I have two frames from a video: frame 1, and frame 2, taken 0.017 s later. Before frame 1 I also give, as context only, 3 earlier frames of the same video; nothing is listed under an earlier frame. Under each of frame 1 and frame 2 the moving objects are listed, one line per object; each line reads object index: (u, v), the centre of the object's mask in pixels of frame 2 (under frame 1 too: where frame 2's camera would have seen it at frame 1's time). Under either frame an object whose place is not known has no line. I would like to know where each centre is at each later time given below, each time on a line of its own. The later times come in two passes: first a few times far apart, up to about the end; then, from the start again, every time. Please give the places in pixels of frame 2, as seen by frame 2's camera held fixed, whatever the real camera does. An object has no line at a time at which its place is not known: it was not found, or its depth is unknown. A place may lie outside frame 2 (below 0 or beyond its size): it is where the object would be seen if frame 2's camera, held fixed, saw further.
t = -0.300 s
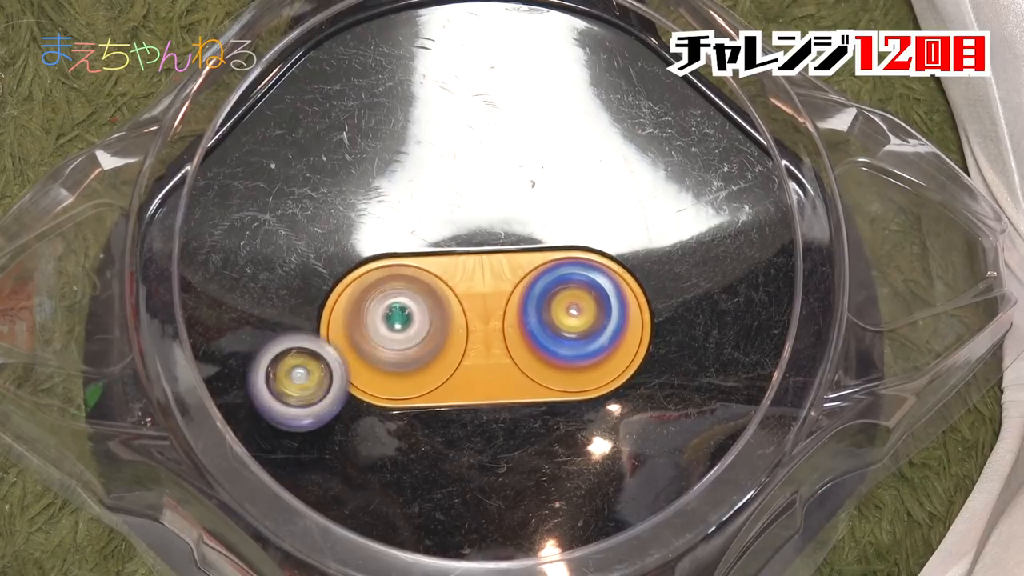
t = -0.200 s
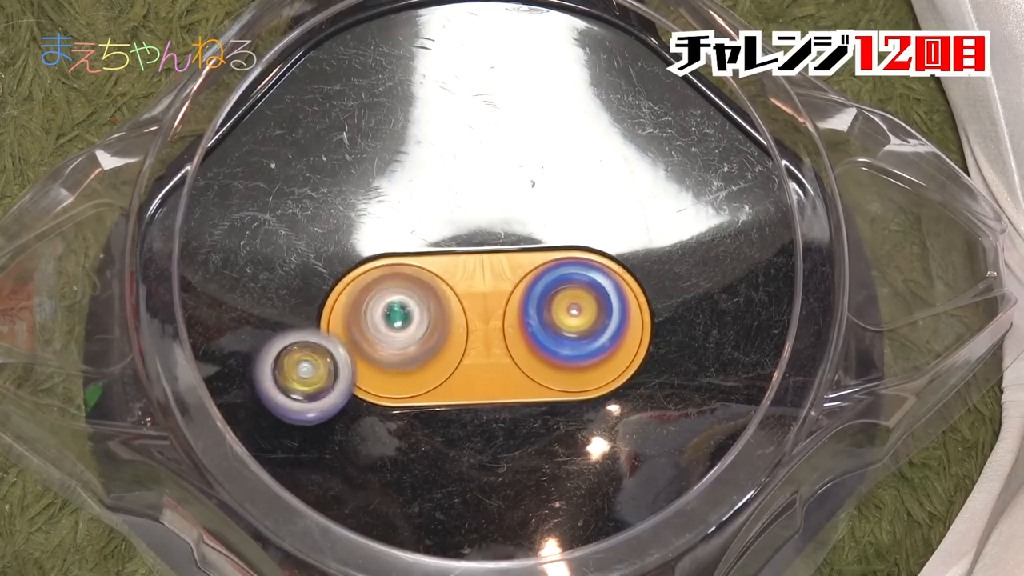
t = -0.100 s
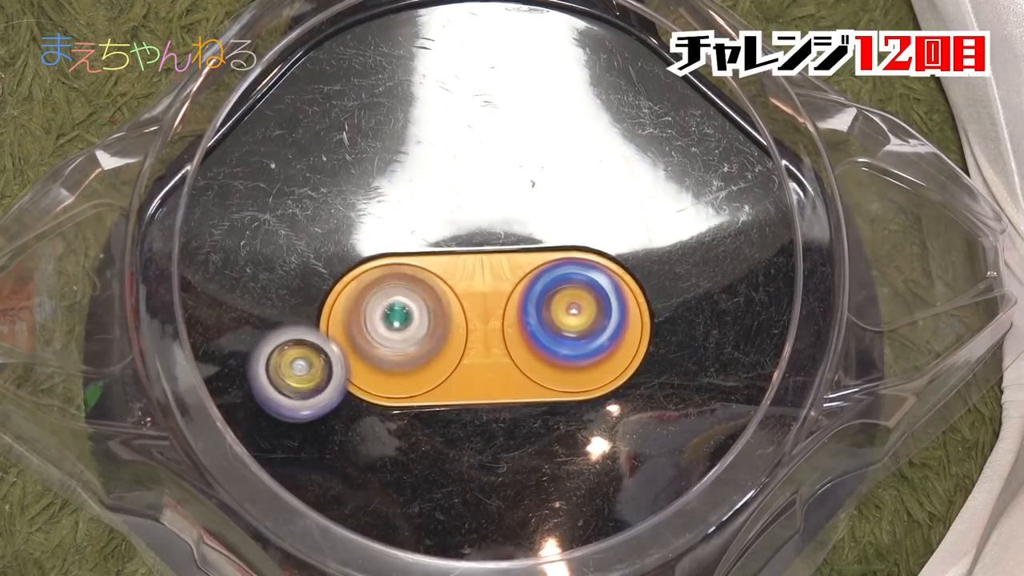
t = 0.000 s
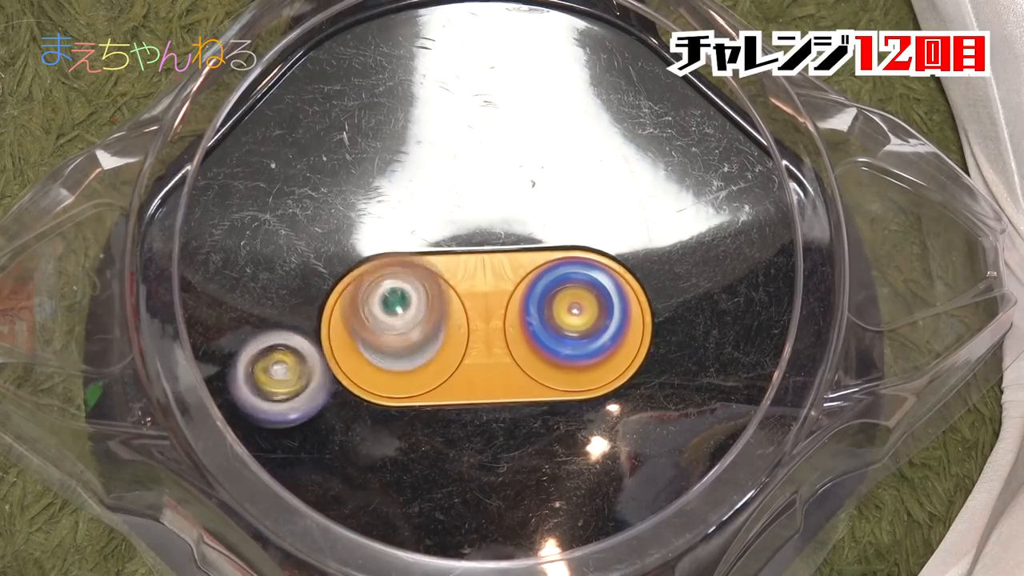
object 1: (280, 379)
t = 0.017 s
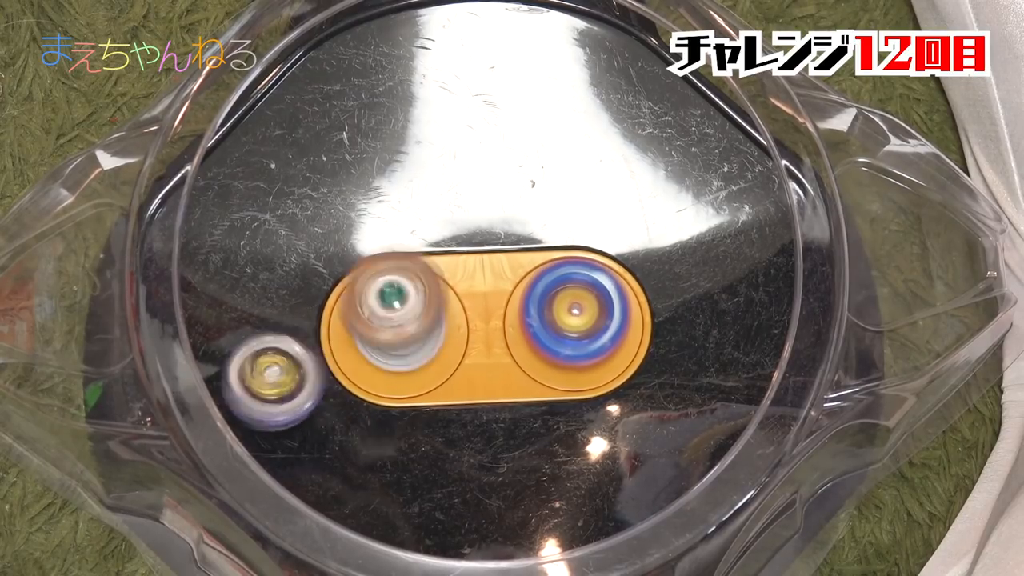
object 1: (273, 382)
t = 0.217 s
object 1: (250, 377)
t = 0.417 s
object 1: (220, 374)
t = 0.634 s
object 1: (258, 326)
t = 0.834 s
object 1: (285, 282)
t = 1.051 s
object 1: (287, 267)
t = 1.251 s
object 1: (271, 280)
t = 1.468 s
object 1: (308, 342)
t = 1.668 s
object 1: (323, 418)
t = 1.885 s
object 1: (398, 419)
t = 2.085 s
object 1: (439, 401)
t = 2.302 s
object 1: (488, 389)
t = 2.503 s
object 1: (466, 365)
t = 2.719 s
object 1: (409, 334)
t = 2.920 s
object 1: (421, 342)
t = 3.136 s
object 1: (401, 301)
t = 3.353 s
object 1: (412, 288)
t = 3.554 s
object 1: (418, 280)
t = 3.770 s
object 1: (428, 286)
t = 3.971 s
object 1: (439, 294)
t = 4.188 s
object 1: (442, 276)
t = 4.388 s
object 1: (396, 281)
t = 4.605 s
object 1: (316, 251)
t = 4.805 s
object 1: (286, 239)
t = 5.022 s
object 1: (310, 278)
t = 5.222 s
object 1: (216, 291)
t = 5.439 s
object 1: (229, 335)
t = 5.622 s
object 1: (273, 358)
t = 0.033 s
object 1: (265, 384)
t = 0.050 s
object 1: (261, 385)
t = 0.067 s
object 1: (257, 385)
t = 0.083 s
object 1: (255, 385)
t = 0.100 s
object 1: (253, 385)
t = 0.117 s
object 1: (251, 384)
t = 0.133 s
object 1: (251, 384)
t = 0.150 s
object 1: (249, 383)
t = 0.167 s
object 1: (249, 382)
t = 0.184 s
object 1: (249, 381)
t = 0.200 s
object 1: (250, 378)
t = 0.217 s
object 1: (250, 377)
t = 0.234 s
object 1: (247, 377)
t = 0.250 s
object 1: (243, 380)
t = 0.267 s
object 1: (239, 381)
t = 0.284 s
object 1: (229, 384)
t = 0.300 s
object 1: (226, 385)
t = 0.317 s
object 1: (224, 384)
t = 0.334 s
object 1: (220, 383)
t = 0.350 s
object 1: (219, 382)
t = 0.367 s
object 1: (218, 380)
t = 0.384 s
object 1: (219, 379)
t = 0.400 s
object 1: (218, 376)
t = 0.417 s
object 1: (220, 374)
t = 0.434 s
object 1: (220, 371)
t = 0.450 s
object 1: (221, 368)
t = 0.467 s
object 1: (230, 362)
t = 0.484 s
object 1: (232, 359)
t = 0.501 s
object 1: (233, 356)
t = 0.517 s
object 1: (234, 352)
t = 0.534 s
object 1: (235, 349)
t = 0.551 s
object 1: (237, 345)
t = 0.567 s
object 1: (240, 342)
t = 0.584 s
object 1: (244, 339)
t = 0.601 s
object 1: (249, 335)
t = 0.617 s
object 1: (254, 331)
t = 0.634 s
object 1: (258, 326)
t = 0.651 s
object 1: (264, 323)
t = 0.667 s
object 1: (270, 321)
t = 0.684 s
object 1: (276, 316)
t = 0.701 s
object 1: (282, 313)
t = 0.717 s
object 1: (289, 308)
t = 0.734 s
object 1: (296, 306)
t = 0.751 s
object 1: (303, 305)
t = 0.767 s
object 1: (308, 301)
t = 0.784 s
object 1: (309, 298)
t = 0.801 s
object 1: (308, 293)
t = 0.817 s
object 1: (295, 288)
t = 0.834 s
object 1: (285, 282)
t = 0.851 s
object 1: (277, 277)
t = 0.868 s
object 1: (270, 273)
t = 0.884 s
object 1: (267, 269)
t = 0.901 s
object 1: (265, 266)
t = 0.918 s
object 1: (264, 264)
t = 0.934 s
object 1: (265, 262)
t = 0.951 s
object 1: (265, 261)
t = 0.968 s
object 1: (268, 261)
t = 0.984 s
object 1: (271, 261)
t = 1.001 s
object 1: (274, 262)
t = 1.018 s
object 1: (278, 263)
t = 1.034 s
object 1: (282, 265)
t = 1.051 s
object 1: (287, 267)
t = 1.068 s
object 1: (292, 269)
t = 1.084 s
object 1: (297, 271)
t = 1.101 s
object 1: (303, 274)
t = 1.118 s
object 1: (309, 276)
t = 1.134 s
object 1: (314, 279)
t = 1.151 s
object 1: (304, 278)
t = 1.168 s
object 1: (295, 277)
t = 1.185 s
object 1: (289, 275)
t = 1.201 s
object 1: (287, 274)
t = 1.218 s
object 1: (278, 278)
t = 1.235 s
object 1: (274, 278)
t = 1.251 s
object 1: (271, 280)
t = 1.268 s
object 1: (269, 283)
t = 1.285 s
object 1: (269, 287)
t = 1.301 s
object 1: (269, 291)
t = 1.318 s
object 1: (271, 295)
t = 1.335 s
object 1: (273, 299)
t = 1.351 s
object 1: (275, 304)
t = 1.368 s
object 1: (277, 309)
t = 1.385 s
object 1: (281, 314)
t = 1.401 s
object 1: (286, 319)
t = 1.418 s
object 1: (292, 325)
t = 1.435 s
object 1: (297, 331)
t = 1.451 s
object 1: (303, 337)
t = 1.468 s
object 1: (308, 342)
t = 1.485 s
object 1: (300, 353)
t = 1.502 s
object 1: (295, 365)
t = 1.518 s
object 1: (294, 378)
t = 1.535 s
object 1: (293, 388)
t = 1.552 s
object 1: (294, 395)
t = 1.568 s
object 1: (295, 402)
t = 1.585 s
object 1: (299, 406)
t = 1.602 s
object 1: (303, 410)
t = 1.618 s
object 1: (307, 413)
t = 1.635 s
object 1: (313, 415)
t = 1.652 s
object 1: (317, 417)
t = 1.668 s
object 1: (323, 418)
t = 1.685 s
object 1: (329, 419)
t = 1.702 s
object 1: (336, 419)
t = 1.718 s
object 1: (343, 419)
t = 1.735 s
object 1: (349, 418)
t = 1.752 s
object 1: (357, 416)
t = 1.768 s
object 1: (362, 413)
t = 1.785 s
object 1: (368, 410)
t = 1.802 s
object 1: (373, 408)
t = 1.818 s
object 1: (379, 404)
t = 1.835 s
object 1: (384, 403)
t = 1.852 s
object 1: (391, 410)
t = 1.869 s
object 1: (395, 416)
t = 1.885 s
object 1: (398, 419)
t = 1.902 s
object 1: (402, 420)
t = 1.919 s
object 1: (405, 422)
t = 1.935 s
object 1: (409, 422)
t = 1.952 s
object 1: (413, 422)
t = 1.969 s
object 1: (417, 421)
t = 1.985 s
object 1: (422, 420)
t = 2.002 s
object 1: (425, 418)
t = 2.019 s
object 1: (428, 416)
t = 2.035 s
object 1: (430, 413)
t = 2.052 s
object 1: (433, 409)
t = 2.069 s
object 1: (435, 405)
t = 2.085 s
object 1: (439, 401)
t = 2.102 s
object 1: (441, 397)
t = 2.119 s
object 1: (446, 393)
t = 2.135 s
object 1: (456, 392)
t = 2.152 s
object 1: (464, 392)
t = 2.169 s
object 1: (473, 392)
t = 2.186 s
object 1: (480, 392)
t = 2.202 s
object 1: (488, 390)
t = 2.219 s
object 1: (495, 389)
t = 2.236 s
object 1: (500, 386)
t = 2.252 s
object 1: (496, 388)
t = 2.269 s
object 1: (492, 389)
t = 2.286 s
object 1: (489, 389)
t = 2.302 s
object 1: (488, 389)
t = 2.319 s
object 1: (484, 389)
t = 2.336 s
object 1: (482, 389)
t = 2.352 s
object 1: (480, 389)
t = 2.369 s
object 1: (478, 388)
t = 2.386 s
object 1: (476, 388)
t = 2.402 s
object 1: (474, 386)
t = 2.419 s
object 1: (472, 384)
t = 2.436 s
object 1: (471, 382)
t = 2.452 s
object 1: (471, 378)
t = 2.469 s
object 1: (471, 373)
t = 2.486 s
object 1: (468, 368)
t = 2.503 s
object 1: (466, 365)
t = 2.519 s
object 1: (464, 362)
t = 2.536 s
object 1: (462, 357)
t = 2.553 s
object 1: (459, 353)
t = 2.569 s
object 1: (456, 349)
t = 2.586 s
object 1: (452, 346)
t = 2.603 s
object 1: (449, 342)
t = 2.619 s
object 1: (446, 338)
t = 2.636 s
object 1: (441, 335)
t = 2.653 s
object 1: (436, 334)
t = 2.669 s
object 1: (430, 333)
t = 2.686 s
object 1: (426, 333)
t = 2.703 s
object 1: (419, 333)
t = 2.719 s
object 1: (409, 334)
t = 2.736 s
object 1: (402, 335)
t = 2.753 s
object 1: (398, 335)
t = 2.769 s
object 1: (395, 336)
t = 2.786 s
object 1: (404, 339)
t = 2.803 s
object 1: (410, 340)
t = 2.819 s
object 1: (415, 342)
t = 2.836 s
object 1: (418, 343)
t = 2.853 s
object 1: (421, 344)
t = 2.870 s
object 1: (423, 343)
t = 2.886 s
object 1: (422, 343)
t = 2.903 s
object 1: (422, 343)
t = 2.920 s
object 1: (421, 342)
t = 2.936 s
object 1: (419, 341)
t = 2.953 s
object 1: (418, 340)
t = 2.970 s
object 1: (417, 339)
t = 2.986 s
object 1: (415, 336)
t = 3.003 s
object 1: (413, 334)
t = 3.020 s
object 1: (412, 332)
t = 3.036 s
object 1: (409, 329)
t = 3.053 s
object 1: (408, 326)
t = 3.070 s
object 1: (407, 322)
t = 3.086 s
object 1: (407, 314)
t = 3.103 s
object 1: (403, 306)
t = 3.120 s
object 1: (400, 301)
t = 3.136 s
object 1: (401, 301)
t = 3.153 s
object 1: (401, 303)
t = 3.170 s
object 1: (405, 303)
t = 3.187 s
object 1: (409, 302)
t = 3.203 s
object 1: (410, 302)
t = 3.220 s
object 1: (411, 302)
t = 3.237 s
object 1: (411, 300)
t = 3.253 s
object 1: (411, 300)
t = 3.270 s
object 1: (411, 299)
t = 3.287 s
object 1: (411, 296)
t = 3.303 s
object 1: (411, 295)
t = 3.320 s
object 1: (410, 293)
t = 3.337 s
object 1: (411, 290)
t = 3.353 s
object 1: (412, 288)
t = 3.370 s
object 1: (412, 287)
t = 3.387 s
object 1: (412, 285)
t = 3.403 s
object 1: (413, 284)
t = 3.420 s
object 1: (413, 283)
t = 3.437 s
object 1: (413, 281)
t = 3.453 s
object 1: (414, 281)
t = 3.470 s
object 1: (414, 281)
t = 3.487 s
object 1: (415, 279)
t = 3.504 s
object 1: (416, 280)
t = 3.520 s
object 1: (416, 280)
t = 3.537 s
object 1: (417, 279)
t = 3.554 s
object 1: (418, 280)
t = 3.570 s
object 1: (419, 281)
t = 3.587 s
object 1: (419, 280)
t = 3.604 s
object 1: (421, 282)
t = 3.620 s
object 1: (421, 283)
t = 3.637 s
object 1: (422, 283)
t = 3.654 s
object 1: (423, 284)
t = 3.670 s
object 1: (424, 286)
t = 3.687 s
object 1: (424, 287)
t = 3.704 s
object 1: (424, 288)
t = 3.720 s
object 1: (424, 290)
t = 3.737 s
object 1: (425, 289)
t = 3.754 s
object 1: (427, 288)
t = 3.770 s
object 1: (428, 286)
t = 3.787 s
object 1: (429, 286)
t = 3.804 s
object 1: (431, 286)
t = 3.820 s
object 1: (432, 285)
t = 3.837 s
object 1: (433, 286)
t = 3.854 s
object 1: (434, 287)
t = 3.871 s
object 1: (435, 287)
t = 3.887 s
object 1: (436, 288)
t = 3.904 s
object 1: (437, 289)
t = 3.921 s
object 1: (437, 290)
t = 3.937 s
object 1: (438, 291)
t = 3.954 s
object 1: (439, 292)
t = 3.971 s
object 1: (439, 294)
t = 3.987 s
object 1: (440, 295)
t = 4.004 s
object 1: (441, 297)
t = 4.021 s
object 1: (442, 295)
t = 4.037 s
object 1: (443, 293)
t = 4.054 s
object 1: (445, 292)
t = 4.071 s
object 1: (446, 293)
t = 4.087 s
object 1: (447, 293)
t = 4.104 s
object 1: (447, 293)
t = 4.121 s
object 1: (448, 293)
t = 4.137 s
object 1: (448, 286)
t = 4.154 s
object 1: (447, 283)
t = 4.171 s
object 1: (445, 279)
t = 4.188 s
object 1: (442, 276)
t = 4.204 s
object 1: (438, 276)
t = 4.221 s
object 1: (433, 277)
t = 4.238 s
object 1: (429, 277)
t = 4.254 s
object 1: (425, 278)
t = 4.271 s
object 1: (423, 279)
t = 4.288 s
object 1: (419, 281)
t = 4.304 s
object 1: (416, 282)
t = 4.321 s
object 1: (413, 283)
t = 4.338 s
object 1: (408, 283)
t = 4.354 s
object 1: (405, 281)
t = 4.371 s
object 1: (400, 280)
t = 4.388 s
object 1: (396, 281)
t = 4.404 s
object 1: (393, 279)
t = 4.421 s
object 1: (389, 279)
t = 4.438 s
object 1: (385, 279)
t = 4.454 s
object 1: (373, 272)
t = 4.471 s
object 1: (353, 263)
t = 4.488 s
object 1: (343, 259)
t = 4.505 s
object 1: (338, 256)
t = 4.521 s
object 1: (334, 256)
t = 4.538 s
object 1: (331, 256)
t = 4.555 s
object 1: (328, 255)
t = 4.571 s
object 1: (324, 254)
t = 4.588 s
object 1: (321, 254)
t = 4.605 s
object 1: (316, 251)
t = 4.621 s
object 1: (315, 250)
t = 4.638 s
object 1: (310, 248)
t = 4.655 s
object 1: (306, 245)
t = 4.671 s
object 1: (304, 244)
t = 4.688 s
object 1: (301, 242)
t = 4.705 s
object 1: (297, 240)
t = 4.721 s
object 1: (293, 238)
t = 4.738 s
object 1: (291, 237)
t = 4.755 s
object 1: (289, 237)
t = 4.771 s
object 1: (288, 236)
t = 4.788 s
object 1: (286, 237)
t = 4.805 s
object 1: (286, 239)
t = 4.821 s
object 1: (284, 239)
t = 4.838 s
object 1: (286, 241)
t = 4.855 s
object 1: (287, 242)
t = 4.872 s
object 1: (286, 245)
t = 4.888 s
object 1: (288, 248)
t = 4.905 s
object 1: (291, 250)
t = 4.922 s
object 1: (292, 253)
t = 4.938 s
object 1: (295, 257)
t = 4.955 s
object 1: (298, 261)
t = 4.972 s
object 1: (300, 266)
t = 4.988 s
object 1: (305, 269)
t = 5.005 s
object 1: (309, 274)
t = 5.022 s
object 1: (310, 278)
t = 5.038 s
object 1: (292, 277)
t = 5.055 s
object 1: (275, 274)
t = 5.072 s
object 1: (257, 273)
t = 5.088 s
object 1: (243, 271)
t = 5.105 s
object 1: (233, 270)
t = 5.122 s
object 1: (225, 271)
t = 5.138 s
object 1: (221, 273)
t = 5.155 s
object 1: (219, 275)
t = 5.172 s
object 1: (217, 279)
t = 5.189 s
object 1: (218, 283)
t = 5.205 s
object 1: (216, 286)
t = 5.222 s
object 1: (216, 291)
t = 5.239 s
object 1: (217, 295)
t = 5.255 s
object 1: (215, 299)
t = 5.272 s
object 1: (217, 303)
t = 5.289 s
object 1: (216, 306)
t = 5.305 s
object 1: (217, 311)
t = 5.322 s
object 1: (219, 313)
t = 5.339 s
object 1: (218, 317)
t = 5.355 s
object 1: (221, 321)
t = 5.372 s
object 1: (221, 322)
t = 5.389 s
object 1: (223, 327)
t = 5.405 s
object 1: (225, 329)
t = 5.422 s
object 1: (225, 332)
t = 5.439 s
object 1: (229, 335)
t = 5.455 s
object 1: (230, 337)
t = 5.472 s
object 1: (234, 341)
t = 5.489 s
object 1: (237, 342)
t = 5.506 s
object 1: (239, 345)
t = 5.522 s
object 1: (244, 347)
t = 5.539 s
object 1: (247, 348)
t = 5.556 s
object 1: (253, 351)
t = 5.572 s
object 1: (257, 352)
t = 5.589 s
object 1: (261, 355)
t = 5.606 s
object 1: (269, 356)
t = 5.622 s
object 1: (273, 358)
